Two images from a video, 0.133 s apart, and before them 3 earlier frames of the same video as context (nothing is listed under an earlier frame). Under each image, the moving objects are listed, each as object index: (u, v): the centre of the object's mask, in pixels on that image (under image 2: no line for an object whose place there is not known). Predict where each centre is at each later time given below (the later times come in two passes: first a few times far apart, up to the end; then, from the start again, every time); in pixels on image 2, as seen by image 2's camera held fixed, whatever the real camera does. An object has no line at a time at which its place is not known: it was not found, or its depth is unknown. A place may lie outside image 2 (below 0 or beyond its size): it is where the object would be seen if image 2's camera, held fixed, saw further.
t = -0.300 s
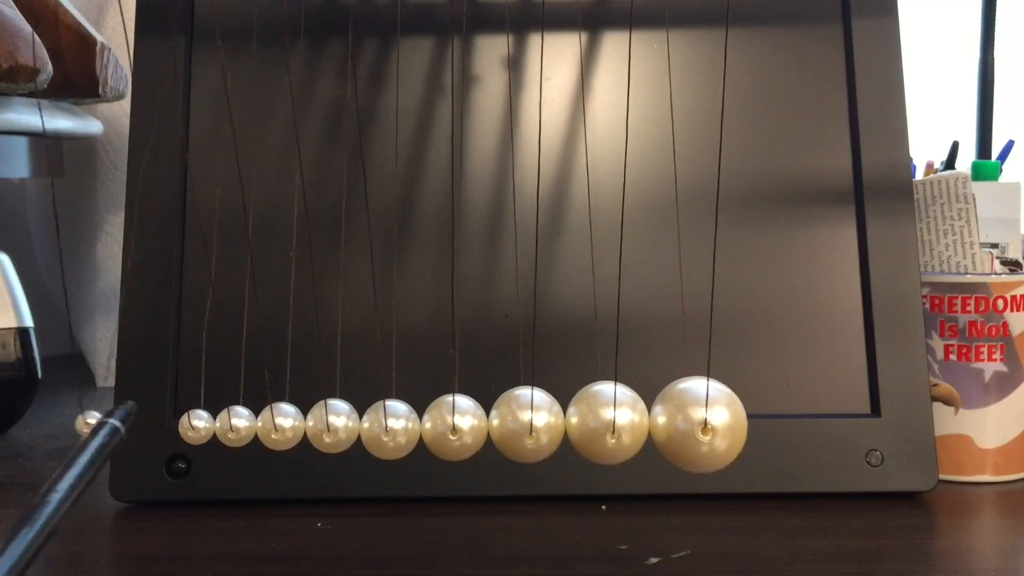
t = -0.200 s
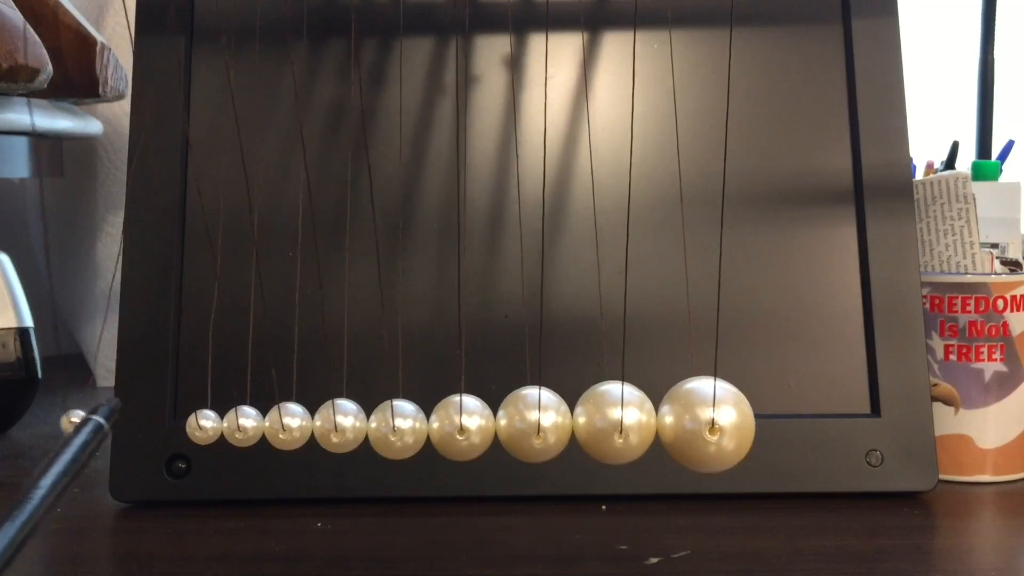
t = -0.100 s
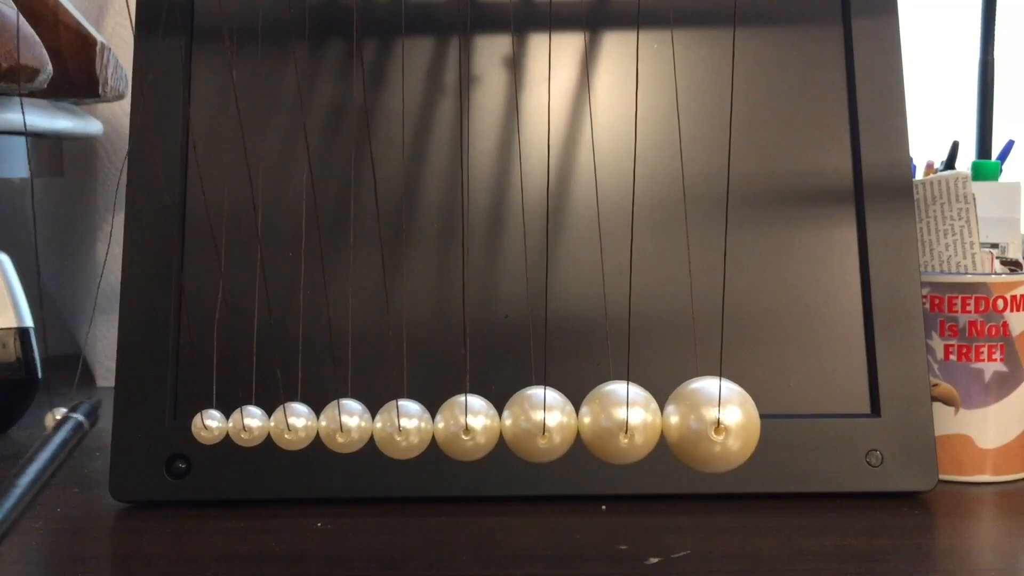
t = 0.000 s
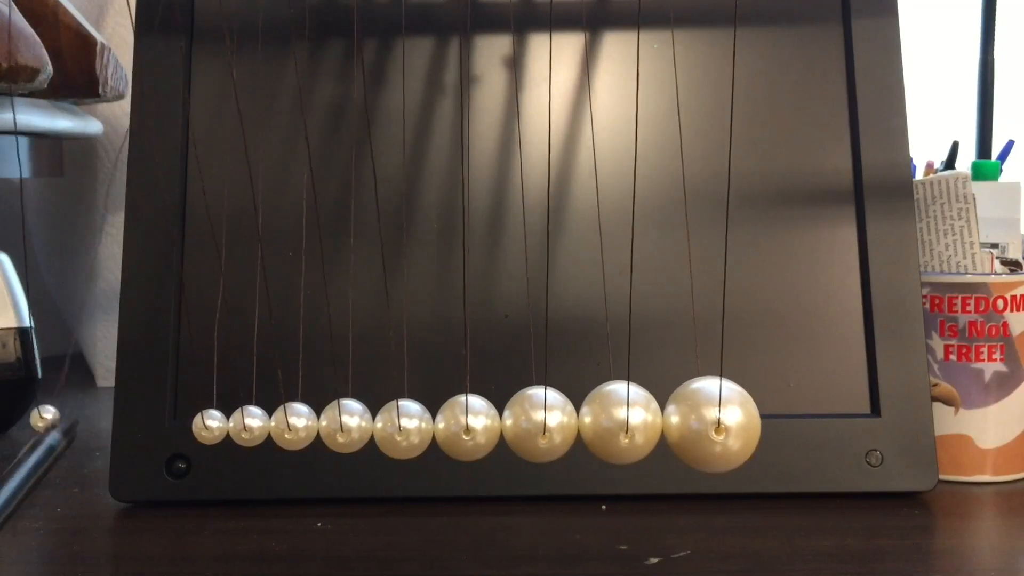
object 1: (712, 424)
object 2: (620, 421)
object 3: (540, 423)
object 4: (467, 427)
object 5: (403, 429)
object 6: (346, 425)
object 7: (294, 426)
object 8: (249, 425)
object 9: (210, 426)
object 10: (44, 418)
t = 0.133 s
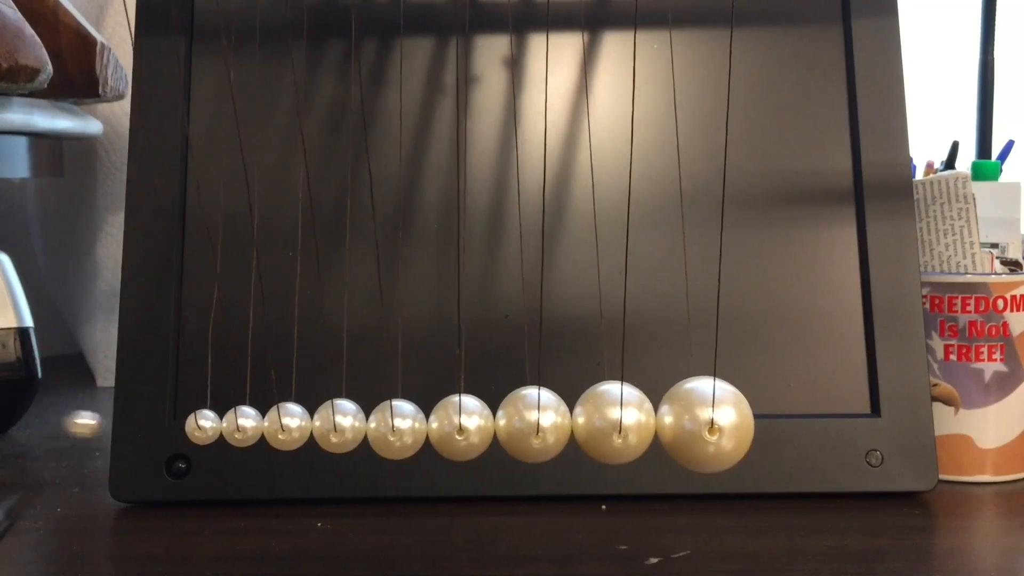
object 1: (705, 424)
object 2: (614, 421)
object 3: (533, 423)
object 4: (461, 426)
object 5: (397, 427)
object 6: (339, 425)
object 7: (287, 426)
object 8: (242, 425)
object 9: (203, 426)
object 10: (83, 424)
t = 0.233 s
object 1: (698, 425)
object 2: (607, 422)
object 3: (526, 423)
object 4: (454, 427)
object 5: (389, 429)
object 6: (332, 426)
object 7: (280, 426)
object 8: (235, 426)
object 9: (195, 427)
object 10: (160, 426)
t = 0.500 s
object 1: (698, 425)
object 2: (602, 422)
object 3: (521, 424)
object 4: (449, 427)
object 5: (381, 429)
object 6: (324, 426)
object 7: (269, 426)
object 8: (221, 426)
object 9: (181, 427)
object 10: (127, 426)
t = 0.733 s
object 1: (710, 425)
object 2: (617, 421)
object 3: (536, 423)
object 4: (463, 427)
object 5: (399, 428)
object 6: (340, 425)
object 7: (288, 426)
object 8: (243, 425)
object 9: (204, 426)
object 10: (133, 426)
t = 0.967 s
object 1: (709, 425)
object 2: (618, 421)
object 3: (537, 423)
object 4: (464, 427)
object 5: (400, 429)
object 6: (342, 426)
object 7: (288, 426)
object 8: (241, 425)
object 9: (202, 426)
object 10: (155, 427)
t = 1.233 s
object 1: (694, 425)
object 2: (602, 422)
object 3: (521, 424)
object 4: (449, 427)
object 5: (383, 429)
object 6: (325, 426)
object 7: (273, 426)
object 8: (228, 426)
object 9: (189, 426)
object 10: (155, 426)
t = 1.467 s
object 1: (697, 425)
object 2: (606, 422)
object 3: (525, 423)
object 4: (453, 427)
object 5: (388, 429)
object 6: (330, 425)
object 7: (278, 426)
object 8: (233, 426)
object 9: (193, 426)
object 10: (157, 426)
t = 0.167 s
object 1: (703, 425)
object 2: (612, 421)
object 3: (531, 423)
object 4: (459, 426)
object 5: (394, 428)
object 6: (337, 425)
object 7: (285, 426)
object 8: (240, 424)
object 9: (201, 427)
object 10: (108, 425)
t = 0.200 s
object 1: (700, 425)
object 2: (609, 421)
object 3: (528, 423)
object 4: (456, 427)
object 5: (392, 428)
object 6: (334, 426)
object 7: (283, 426)
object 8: (238, 426)
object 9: (198, 427)
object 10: (137, 426)
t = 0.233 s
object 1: (698, 425)
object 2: (607, 422)
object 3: (526, 423)
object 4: (454, 427)
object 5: (389, 429)
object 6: (332, 426)
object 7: (280, 426)
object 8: (235, 426)
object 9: (195, 427)
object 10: (160, 426)
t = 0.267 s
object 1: (698, 425)
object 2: (604, 422)
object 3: (523, 423)
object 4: (451, 427)
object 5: (386, 429)
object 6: (328, 425)
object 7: (276, 426)
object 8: (230, 426)
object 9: (189, 427)
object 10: (152, 425)
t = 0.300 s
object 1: (699, 425)
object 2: (602, 422)
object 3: (521, 423)
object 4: (449, 427)
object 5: (383, 429)
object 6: (326, 426)
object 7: (272, 427)
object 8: (226, 426)
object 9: (183, 427)
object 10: (143, 426)
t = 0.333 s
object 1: (699, 425)
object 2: (600, 422)
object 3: (519, 423)
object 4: (447, 426)
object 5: (381, 429)
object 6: (323, 425)
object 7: (269, 427)
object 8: (222, 426)
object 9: (179, 427)
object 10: (134, 425)
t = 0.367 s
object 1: (699, 425)
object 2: (599, 422)
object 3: (518, 423)
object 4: (446, 426)
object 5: (379, 429)
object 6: (322, 425)
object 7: (267, 427)
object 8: (219, 426)
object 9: (177, 427)
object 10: (127, 427)
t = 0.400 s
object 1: (699, 425)
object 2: (599, 422)
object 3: (518, 423)
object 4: (446, 426)
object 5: (379, 428)
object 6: (321, 425)
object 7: (267, 426)
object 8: (218, 426)
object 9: (176, 426)
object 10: (122, 426)
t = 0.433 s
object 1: (699, 425)
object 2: (599, 422)
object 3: (518, 423)
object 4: (446, 427)
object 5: (379, 428)
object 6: (321, 425)
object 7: (267, 426)
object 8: (217, 427)
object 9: (177, 426)
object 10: (122, 426)
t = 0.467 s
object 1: (699, 425)
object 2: (600, 422)
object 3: (520, 423)
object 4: (447, 427)
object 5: (380, 428)
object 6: (322, 425)
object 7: (267, 426)
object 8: (218, 426)
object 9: (179, 426)
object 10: (123, 426)
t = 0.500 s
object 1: (698, 425)
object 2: (602, 422)
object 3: (521, 424)
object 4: (449, 427)
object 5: (381, 429)
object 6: (324, 426)
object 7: (269, 426)
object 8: (221, 426)
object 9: (181, 427)
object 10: (127, 426)
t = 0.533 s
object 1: (698, 425)
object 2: (605, 422)
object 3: (524, 424)
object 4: (452, 427)
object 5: (384, 429)
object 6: (326, 426)
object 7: (272, 426)
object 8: (225, 426)
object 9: (184, 427)
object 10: (134, 426)
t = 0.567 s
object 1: (699, 425)
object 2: (607, 422)
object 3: (526, 423)
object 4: (453, 427)
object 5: (387, 428)
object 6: (329, 426)
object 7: (275, 426)
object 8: (230, 426)
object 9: (188, 427)
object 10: (142, 425)
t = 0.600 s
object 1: (701, 425)
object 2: (609, 421)
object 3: (528, 423)
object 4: (454, 427)
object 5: (389, 428)
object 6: (331, 425)
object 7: (278, 426)
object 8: (233, 426)
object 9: (192, 427)
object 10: (151, 427)
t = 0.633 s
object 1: (703, 425)
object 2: (611, 422)
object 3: (530, 423)
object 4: (457, 427)
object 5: (392, 428)
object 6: (333, 426)
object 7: (280, 427)
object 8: (235, 425)
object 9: (191, 427)
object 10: (153, 426)
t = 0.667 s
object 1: (705, 425)
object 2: (613, 421)
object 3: (532, 423)
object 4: (459, 427)
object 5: (395, 428)
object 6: (336, 425)
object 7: (283, 426)
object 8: (238, 425)
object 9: (196, 426)
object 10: (145, 427)
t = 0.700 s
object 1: (708, 425)
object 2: (615, 421)
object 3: (534, 423)
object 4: (462, 427)
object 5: (397, 428)
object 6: (339, 426)
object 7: (286, 426)
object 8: (241, 425)
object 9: (201, 426)
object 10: (139, 426)
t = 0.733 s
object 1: (710, 425)
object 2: (617, 421)
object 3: (536, 423)
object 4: (463, 427)
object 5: (399, 428)
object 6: (340, 425)
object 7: (288, 426)
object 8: (243, 425)
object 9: (204, 426)
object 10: (133, 426)
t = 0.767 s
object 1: (711, 425)
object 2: (619, 421)
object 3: (538, 423)
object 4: (465, 427)
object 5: (401, 429)
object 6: (342, 425)
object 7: (289, 426)
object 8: (244, 425)
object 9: (203, 426)
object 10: (130, 426)
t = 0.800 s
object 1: (711, 424)
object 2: (620, 421)
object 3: (539, 423)
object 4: (467, 426)
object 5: (401, 429)
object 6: (343, 425)
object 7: (289, 426)
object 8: (243, 425)
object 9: (203, 426)
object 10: (130, 426)
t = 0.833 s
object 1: (712, 424)
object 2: (620, 421)
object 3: (540, 423)
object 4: (467, 427)
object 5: (402, 429)
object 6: (344, 425)
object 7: (289, 426)
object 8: (242, 425)
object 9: (203, 426)
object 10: (131, 426)
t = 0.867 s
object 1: (712, 424)
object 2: (620, 421)
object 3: (539, 423)
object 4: (467, 427)
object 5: (402, 429)
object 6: (344, 425)
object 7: (289, 426)
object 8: (242, 425)
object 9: (202, 426)
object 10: (134, 426)
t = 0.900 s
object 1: (712, 424)
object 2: (620, 421)
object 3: (539, 423)
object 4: (467, 427)
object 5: (402, 429)
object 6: (344, 425)
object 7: (289, 426)
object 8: (242, 425)
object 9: (202, 426)
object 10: (139, 426)
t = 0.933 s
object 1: (711, 424)
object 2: (619, 421)
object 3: (538, 423)
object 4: (466, 427)
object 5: (401, 429)
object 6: (343, 425)
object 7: (289, 426)
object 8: (241, 425)
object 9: (201, 426)
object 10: (147, 426)
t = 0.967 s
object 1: (709, 425)
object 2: (618, 421)
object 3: (537, 423)
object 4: (464, 427)
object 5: (400, 429)
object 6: (342, 426)
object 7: (288, 426)
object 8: (241, 425)
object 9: (202, 426)
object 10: (155, 427)
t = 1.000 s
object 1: (707, 425)
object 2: (616, 421)
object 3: (535, 423)
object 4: (463, 427)
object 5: (398, 429)
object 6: (340, 425)
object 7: (287, 426)
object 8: (241, 425)
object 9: (201, 426)
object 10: (164, 426)
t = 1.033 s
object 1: (705, 425)
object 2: (614, 422)
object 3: (533, 424)
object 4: (460, 427)
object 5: (396, 429)
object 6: (337, 425)
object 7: (286, 426)
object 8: (240, 424)
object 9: (201, 425)
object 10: (167, 426)
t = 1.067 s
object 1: (703, 425)
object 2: (611, 422)
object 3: (531, 424)
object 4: (458, 427)
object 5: (394, 429)
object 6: (335, 425)
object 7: (283, 426)
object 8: (238, 425)
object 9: (198, 426)
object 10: (163, 426)
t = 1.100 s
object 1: (702, 425)
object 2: (609, 422)
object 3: (528, 424)
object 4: (456, 427)
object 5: (391, 428)
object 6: (333, 426)
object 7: (280, 426)
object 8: (235, 425)
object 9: (195, 426)
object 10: (160, 426)
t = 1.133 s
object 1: (700, 425)
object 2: (607, 422)
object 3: (526, 423)
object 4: (453, 427)
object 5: (389, 429)
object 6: (330, 425)
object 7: (278, 426)
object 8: (233, 426)
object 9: (192, 426)
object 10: (158, 426)
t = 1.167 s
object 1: (698, 425)
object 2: (604, 422)
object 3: (524, 423)
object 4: (451, 427)
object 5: (386, 429)
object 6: (328, 426)
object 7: (276, 426)
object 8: (231, 426)
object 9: (190, 426)
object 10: (156, 426)
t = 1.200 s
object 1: (696, 425)
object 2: (603, 422)
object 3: (522, 423)
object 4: (450, 427)
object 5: (385, 429)
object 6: (327, 425)
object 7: (275, 426)
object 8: (229, 426)
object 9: (190, 426)
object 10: (155, 426)
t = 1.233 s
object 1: (694, 425)
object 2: (602, 422)
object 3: (521, 424)
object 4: (449, 427)
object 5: (383, 429)
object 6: (325, 426)
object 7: (273, 426)
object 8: (228, 426)
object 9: (189, 426)
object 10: (155, 426)
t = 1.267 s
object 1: (692, 425)
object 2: (601, 422)
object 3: (521, 424)
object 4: (448, 426)
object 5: (383, 429)
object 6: (325, 426)
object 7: (273, 426)
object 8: (227, 426)
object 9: (188, 427)
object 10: (155, 426)
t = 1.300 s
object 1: (692, 425)
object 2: (601, 422)
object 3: (520, 423)
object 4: (448, 426)
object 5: (383, 429)
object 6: (325, 426)
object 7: (273, 426)
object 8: (228, 426)
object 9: (188, 426)
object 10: (155, 426)
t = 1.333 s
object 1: (693, 425)
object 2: (601, 422)
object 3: (520, 423)
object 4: (448, 426)
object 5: (383, 429)
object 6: (325, 426)
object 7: (273, 426)
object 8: (228, 426)
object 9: (187, 427)
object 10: (154, 426)
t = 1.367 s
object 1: (693, 425)
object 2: (602, 422)
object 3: (521, 424)
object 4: (448, 426)
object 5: (384, 429)
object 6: (326, 426)
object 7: (273, 426)
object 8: (228, 426)
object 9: (187, 427)
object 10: (153, 426)
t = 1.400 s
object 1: (694, 425)
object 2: (602, 422)
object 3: (522, 424)
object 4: (449, 426)
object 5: (385, 429)
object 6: (327, 426)
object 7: (274, 426)
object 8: (229, 426)
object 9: (188, 427)
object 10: (153, 426)
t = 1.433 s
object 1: (695, 425)
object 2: (604, 422)
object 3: (524, 423)
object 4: (451, 427)
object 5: (387, 429)
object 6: (329, 426)
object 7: (276, 427)
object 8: (231, 426)
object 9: (191, 427)
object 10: (155, 426)
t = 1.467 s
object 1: (697, 425)
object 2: (606, 422)
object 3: (525, 423)
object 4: (453, 427)
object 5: (388, 429)
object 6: (330, 425)
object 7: (278, 426)
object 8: (233, 426)
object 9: (193, 426)
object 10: (157, 426)
